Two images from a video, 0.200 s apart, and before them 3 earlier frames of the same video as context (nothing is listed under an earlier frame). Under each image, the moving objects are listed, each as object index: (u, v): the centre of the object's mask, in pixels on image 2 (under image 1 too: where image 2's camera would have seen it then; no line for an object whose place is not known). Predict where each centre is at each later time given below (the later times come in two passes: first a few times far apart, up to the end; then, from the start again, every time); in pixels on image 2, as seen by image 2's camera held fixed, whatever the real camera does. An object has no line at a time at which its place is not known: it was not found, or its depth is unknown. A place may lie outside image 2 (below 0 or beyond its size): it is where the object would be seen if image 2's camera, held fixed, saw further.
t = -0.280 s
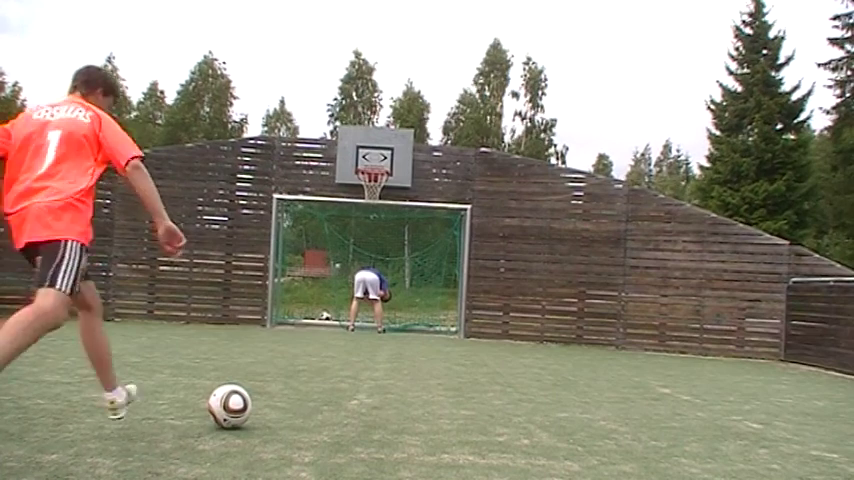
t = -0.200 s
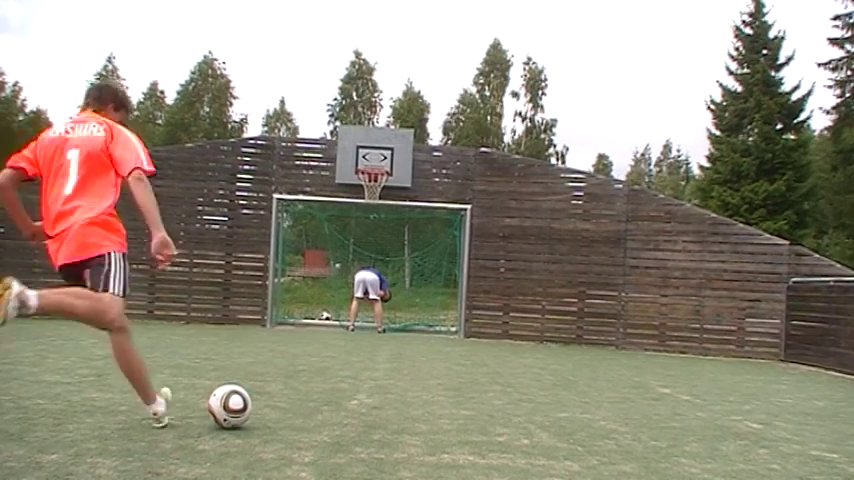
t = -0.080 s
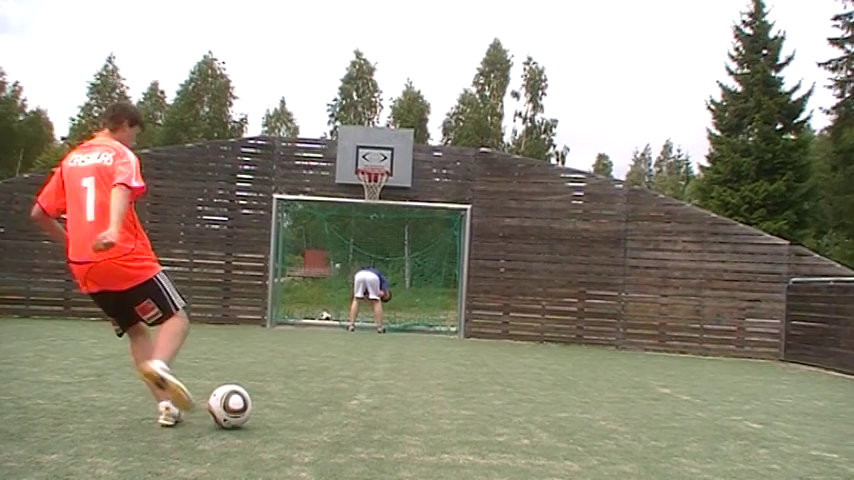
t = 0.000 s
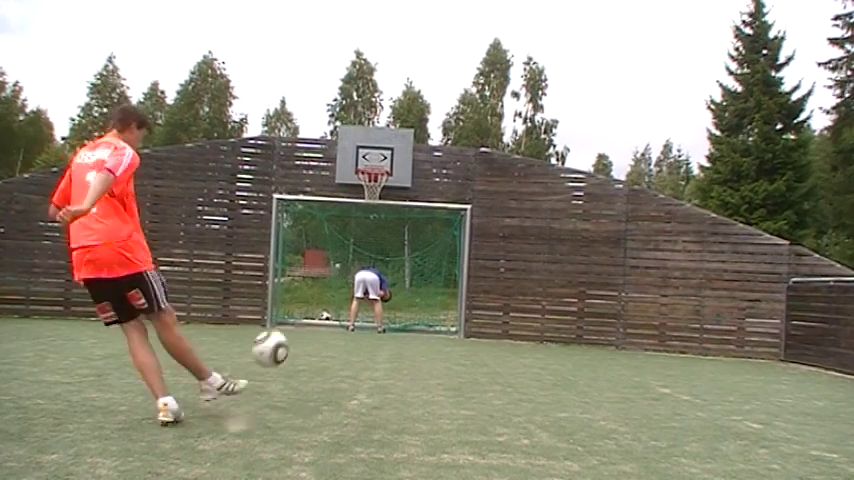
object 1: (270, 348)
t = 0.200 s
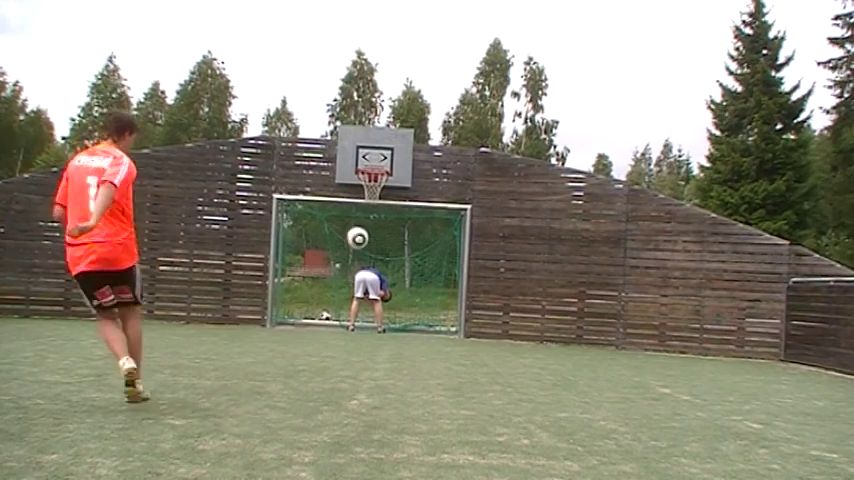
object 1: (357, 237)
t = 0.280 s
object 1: (372, 223)
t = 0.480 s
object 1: (392, 221)
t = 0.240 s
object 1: (365, 230)
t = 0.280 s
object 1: (372, 223)
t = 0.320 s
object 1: (378, 220)
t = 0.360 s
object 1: (382, 218)
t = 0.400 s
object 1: (386, 218)
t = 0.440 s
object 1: (389, 219)
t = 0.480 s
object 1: (392, 221)
